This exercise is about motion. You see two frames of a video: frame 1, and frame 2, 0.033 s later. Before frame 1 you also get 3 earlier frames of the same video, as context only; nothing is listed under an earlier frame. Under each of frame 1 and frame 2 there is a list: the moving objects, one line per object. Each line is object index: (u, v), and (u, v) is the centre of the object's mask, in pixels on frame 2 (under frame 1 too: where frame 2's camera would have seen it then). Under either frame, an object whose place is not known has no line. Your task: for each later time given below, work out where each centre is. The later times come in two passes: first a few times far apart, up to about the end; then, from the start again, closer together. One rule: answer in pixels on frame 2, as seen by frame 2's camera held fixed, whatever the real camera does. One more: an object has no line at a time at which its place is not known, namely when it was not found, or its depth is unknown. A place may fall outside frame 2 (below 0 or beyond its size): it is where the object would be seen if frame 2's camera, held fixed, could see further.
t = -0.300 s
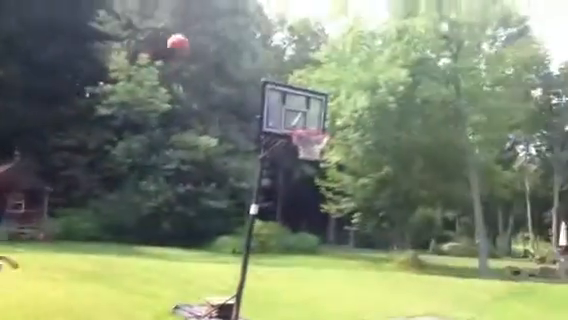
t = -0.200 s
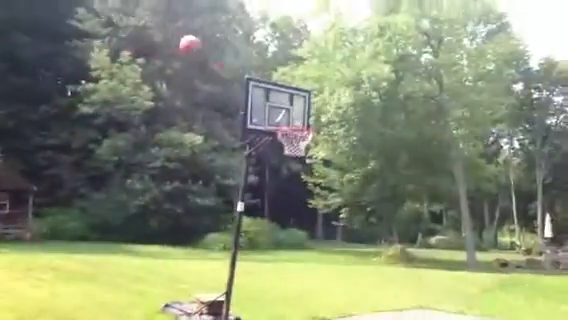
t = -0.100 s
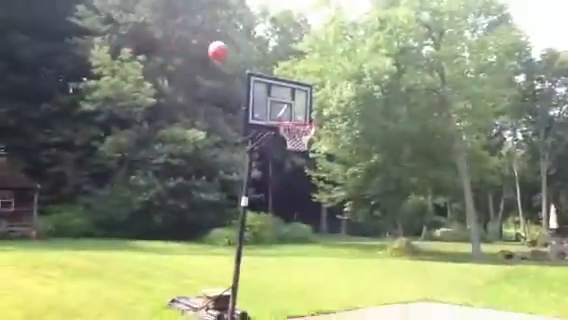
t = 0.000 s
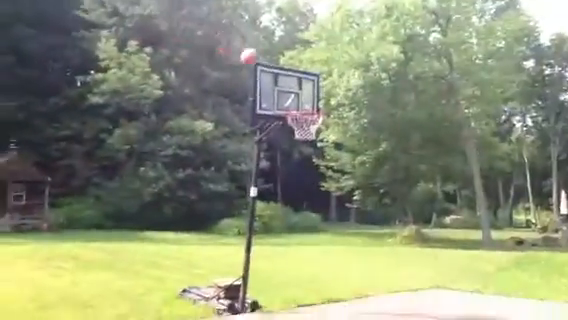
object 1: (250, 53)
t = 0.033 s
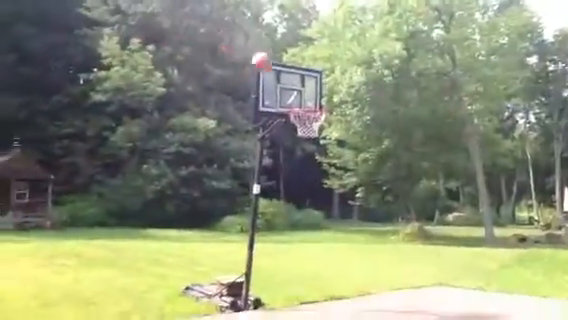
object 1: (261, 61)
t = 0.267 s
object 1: (319, 127)
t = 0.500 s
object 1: (320, 137)
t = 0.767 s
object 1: (326, 205)
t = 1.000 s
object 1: (334, 315)
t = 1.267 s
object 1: (321, 243)
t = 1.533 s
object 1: (305, 216)
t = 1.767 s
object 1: (291, 241)
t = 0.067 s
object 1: (269, 69)
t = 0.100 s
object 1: (276, 76)
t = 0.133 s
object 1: (281, 82)
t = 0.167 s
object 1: (290, 92)
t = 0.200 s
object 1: (299, 103)
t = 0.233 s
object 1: (305, 113)
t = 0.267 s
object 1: (319, 127)
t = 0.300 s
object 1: (315, 127)
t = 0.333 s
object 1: (318, 131)
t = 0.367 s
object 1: (317, 130)
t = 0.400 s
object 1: (317, 130)
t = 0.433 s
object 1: (317, 130)
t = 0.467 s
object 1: (320, 135)
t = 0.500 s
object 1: (320, 137)
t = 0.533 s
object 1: (322, 143)
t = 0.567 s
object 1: (322, 151)
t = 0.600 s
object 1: (322, 158)
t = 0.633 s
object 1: (323, 166)
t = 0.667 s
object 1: (325, 175)
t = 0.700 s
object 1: (325, 183)
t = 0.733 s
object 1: (326, 193)
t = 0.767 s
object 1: (326, 205)
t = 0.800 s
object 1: (327, 216)
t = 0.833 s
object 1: (327, 228)
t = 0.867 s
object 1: (330, 246)
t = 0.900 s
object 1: (331, 260)
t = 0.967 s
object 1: (334, 295)
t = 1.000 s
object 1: (334, 315)
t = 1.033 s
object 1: (331, 307)
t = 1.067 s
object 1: (330, 298)
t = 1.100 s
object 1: (329, 287)
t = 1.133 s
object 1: (327, 276)
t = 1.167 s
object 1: (326, 267)
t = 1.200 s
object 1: (324, 258)
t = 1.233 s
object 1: (322, 250)
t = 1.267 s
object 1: (321, 243)
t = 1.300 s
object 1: (317, 235)
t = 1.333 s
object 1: (315, 230)
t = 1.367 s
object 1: (313, 225)
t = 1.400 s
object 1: (312, 221)
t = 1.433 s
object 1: (311, 219)
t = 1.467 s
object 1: (308, 217)
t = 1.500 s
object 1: (306, 217)
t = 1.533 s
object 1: (305, 216)
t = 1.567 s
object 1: (303, 217)
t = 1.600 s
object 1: (300, 218)
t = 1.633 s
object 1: (298, 220)
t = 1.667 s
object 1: (297, 223)
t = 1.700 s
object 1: (295, 230)
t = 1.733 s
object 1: (293, 235)
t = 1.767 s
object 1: (291, 241)
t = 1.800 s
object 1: (290, 251)
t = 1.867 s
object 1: (286, 269)
